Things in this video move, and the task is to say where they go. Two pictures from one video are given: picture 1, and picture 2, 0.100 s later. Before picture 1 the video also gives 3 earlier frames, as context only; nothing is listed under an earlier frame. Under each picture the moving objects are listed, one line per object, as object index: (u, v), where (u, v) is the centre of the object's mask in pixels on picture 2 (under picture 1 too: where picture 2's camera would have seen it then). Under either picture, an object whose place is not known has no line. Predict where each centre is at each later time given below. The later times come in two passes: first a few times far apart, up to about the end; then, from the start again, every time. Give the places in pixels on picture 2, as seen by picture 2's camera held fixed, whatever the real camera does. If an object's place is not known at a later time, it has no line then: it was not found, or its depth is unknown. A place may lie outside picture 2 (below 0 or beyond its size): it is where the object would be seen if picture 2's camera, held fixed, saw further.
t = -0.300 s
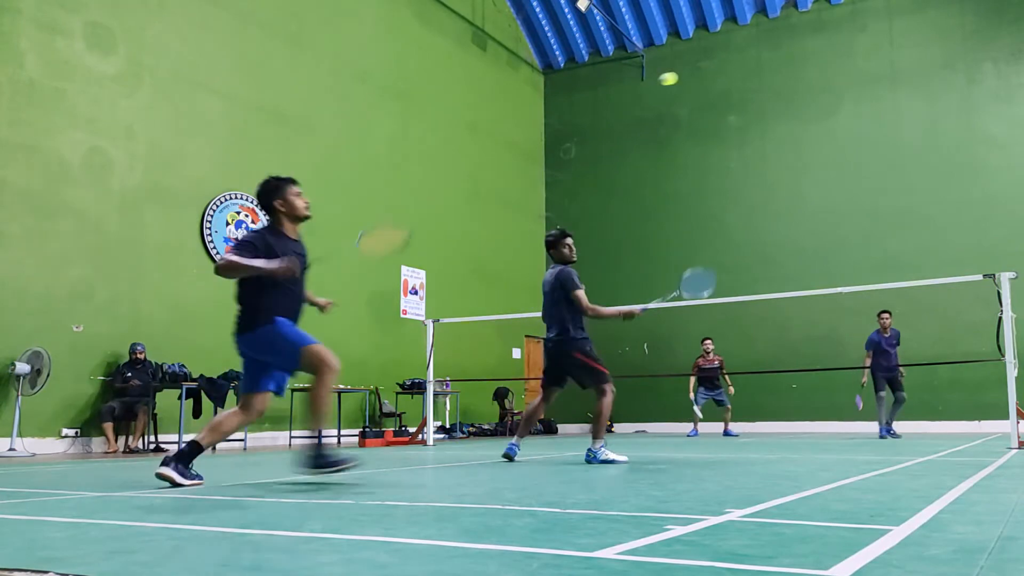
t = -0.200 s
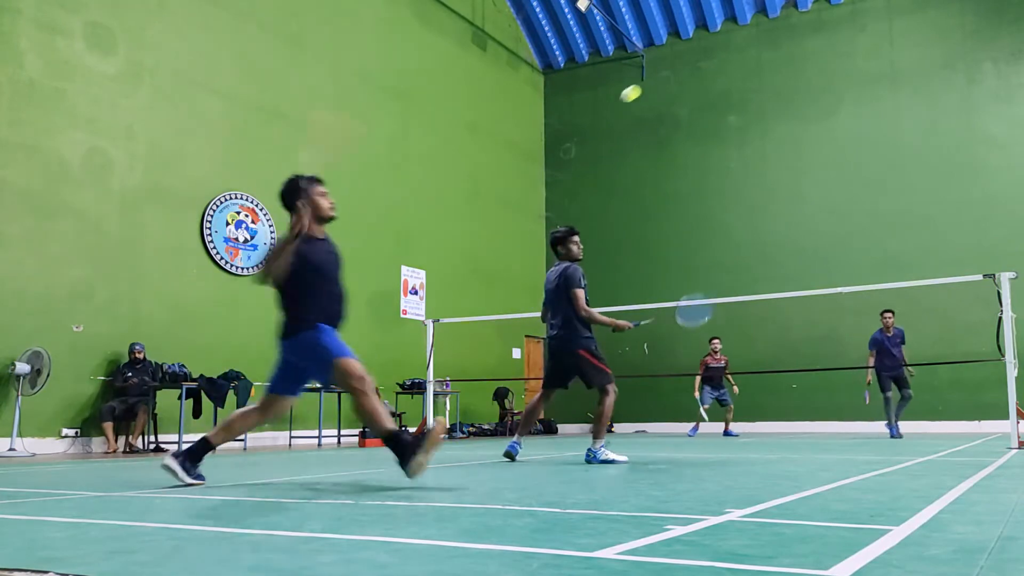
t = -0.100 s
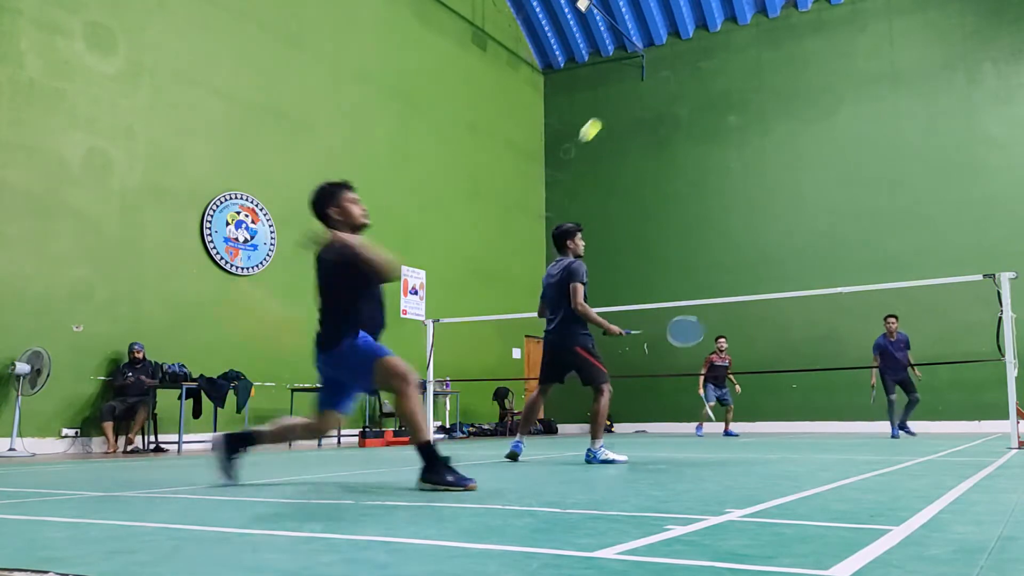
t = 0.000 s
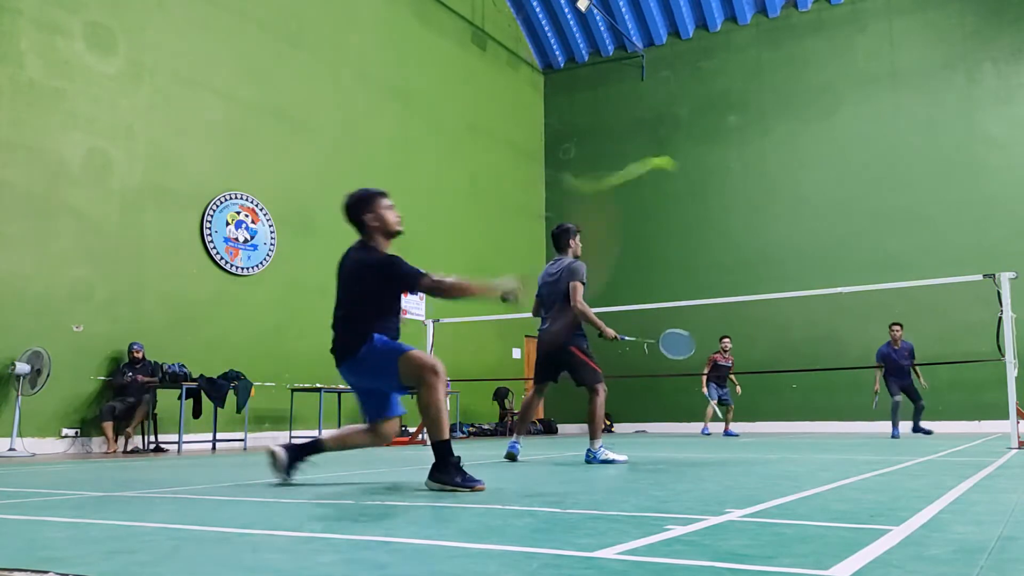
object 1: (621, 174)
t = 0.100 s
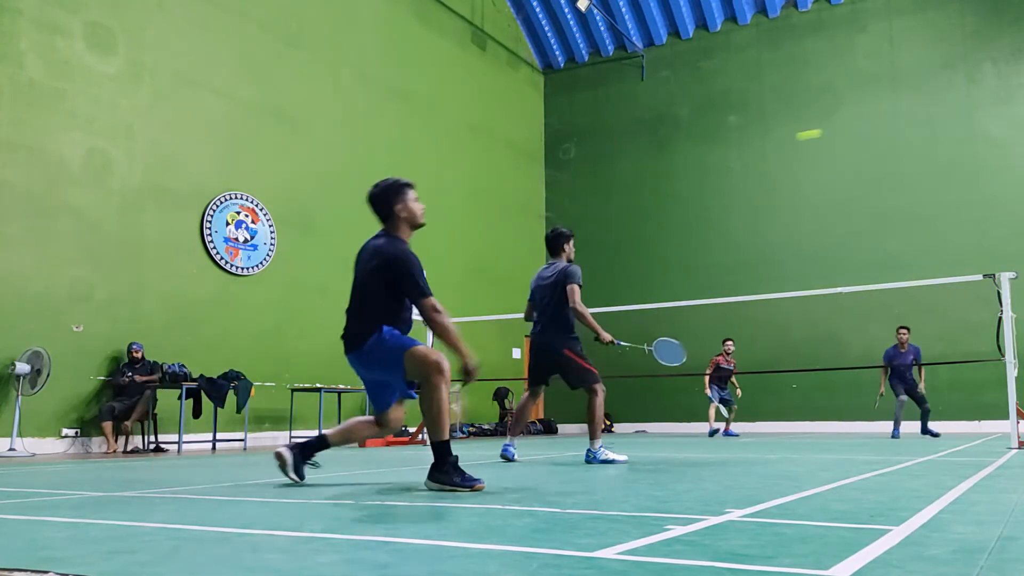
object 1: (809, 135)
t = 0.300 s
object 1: (895, 137)
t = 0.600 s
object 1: (941, 181)
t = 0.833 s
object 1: (963, 234)
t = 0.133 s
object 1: (834, 132)
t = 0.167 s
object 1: (852, 131)
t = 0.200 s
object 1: (866, 131)
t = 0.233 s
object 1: (878, 133)
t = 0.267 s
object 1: (887, 135)
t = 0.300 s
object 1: (895, 137)
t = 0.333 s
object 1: (903, 140)
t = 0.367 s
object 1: (909, 144)
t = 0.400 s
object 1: (915, 148)
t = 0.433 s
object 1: (920, 153)
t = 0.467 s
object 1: (925, 158)
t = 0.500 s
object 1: (930, 163)
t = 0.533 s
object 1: (934, 168)
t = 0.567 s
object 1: (938, 174)
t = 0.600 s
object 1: (941, 181)
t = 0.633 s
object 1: (945, 188)
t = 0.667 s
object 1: (948, 194)
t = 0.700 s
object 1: (951, 202)
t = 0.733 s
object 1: (954, 209)
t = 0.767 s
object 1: (957, 217)
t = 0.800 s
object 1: (960, 225)
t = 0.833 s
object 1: (963, 234)
